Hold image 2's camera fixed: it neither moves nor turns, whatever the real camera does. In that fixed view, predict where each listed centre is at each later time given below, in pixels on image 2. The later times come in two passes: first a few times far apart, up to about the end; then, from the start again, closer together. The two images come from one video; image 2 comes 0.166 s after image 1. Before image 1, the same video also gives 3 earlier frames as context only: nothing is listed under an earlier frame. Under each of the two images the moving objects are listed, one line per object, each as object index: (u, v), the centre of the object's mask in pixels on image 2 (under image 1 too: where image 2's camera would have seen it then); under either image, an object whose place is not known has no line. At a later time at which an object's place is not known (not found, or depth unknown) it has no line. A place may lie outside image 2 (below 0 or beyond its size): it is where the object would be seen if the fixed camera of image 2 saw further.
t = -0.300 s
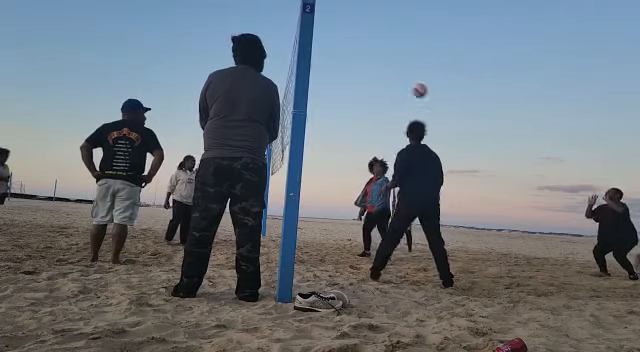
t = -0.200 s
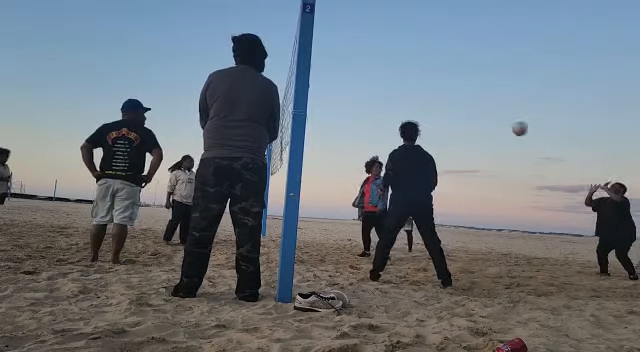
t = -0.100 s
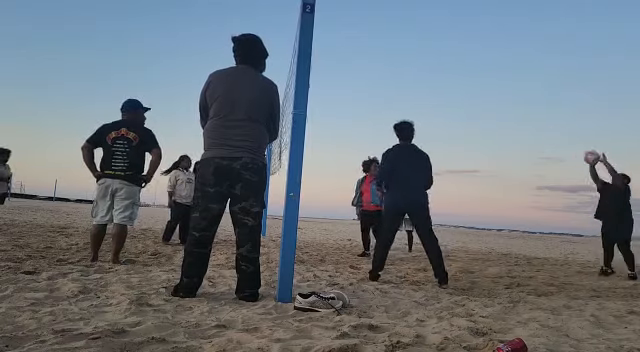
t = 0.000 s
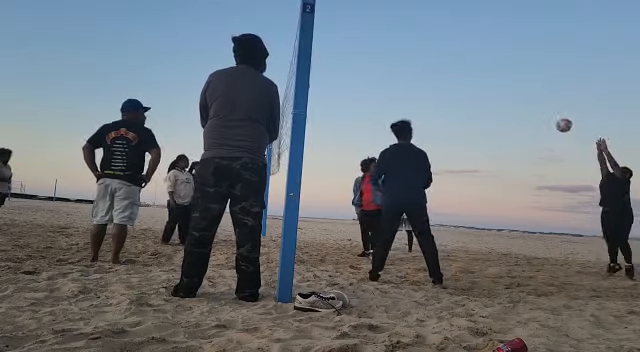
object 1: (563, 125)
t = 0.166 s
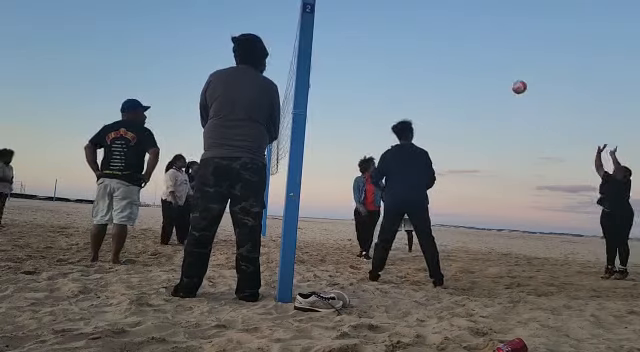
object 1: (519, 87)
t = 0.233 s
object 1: (502, 77)
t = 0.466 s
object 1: (440, 65)
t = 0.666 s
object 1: (389, 80)
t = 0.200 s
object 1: (511, 82)
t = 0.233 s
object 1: (502, 77)
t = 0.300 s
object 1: (484, 70)
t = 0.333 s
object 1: (476, 68)
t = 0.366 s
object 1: (467, 66)
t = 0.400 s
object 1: (458, 65)
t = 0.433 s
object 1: (449, 64)
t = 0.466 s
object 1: (440, 65)
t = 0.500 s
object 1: (431, 65)
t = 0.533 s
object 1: (423, 67)
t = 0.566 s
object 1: (414, 70)
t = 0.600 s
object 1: (405, 72)
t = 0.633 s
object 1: (397, 76)
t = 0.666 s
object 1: (389, 80)
